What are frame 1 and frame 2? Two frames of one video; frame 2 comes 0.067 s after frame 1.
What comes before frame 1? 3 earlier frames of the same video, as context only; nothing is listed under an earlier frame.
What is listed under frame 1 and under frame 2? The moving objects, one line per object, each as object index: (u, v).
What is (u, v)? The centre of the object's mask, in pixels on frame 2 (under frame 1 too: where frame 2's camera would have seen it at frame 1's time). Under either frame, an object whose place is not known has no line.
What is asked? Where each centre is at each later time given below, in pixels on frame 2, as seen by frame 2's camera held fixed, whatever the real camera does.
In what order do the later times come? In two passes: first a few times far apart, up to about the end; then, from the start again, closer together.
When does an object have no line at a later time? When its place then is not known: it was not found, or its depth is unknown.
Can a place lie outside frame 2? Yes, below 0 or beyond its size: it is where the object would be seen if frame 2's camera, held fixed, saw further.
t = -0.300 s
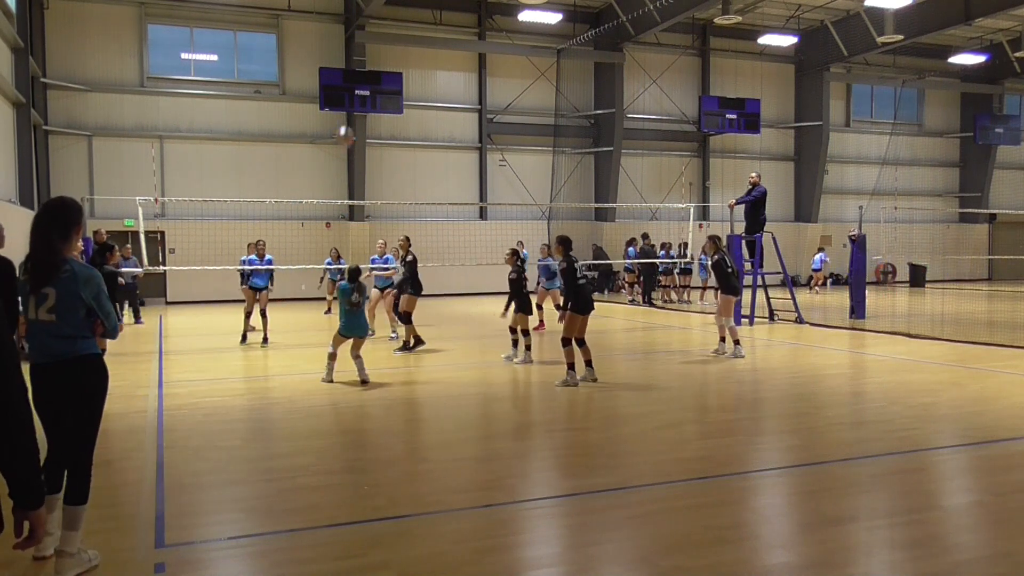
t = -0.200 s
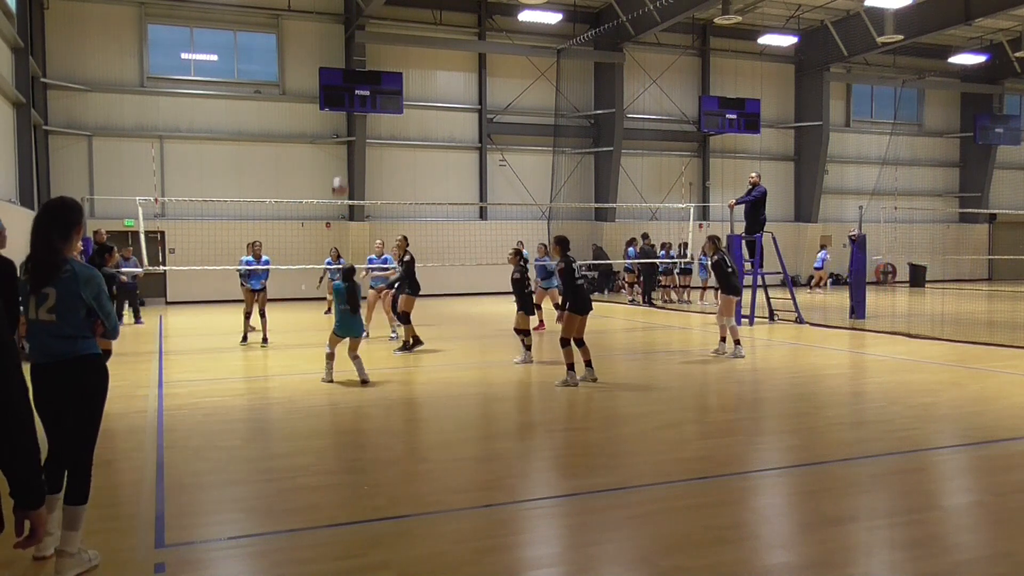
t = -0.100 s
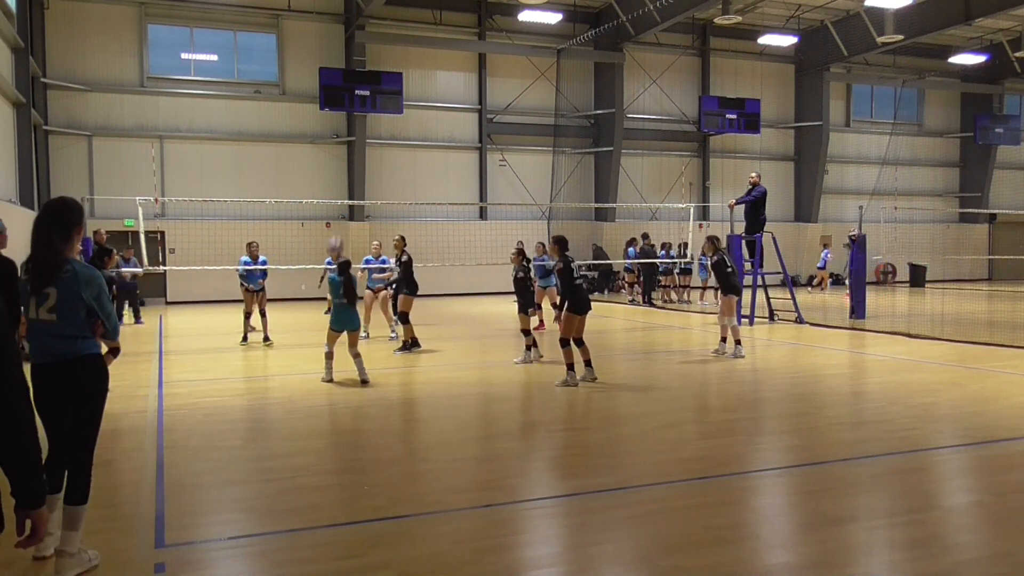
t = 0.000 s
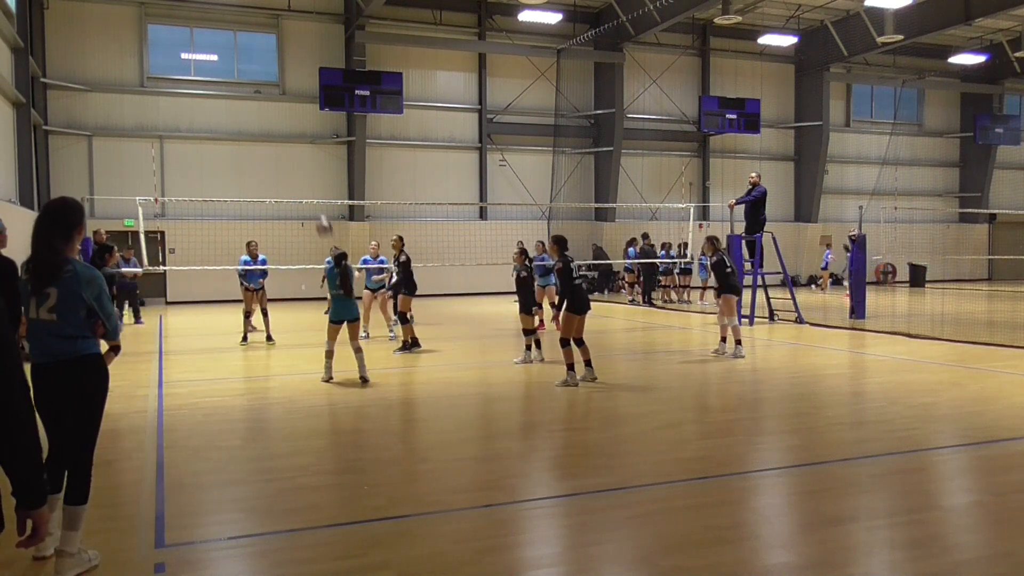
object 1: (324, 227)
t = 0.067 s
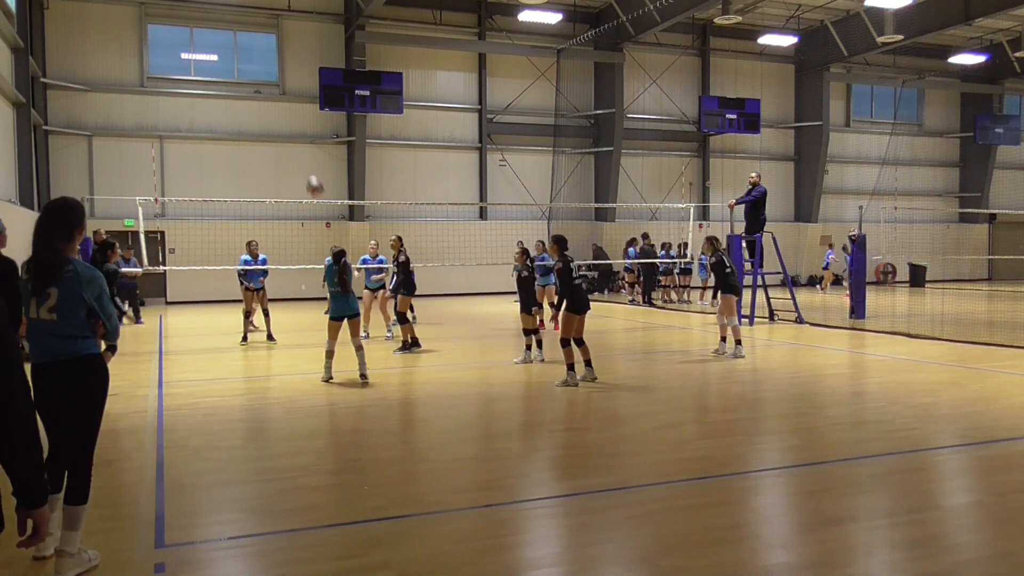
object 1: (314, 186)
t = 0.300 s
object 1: (284, 80)
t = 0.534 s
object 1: (256, 20)
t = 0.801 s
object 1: (226, 10)
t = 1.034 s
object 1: (201, 48)
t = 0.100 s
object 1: (310, 168)
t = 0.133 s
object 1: (306, 150)
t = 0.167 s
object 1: (300, 134)
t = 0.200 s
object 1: (297, 118)
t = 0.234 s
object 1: (293, 104)
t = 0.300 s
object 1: (284, 80)
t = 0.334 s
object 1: (280, 67)
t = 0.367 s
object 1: (276, 58)
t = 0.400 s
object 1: (272, 49)
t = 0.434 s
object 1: (268, 40)
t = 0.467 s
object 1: (265, 33)
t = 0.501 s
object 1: (260, 26)
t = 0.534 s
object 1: (256, 20)
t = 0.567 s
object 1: (252, 16)
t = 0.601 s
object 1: (248, 12)
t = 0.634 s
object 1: (244, 9)
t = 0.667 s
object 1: (241, 8)
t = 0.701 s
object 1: (237, 8)
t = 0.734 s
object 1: (234, 8)
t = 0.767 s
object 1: (230, 8)
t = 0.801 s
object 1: (226, 10)
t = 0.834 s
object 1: (222, 13)
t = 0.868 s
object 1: (219, 17)
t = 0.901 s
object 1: (215, 21)
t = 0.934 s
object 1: (212, 27)
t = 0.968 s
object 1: (208, 33)
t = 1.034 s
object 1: (201, 48)
